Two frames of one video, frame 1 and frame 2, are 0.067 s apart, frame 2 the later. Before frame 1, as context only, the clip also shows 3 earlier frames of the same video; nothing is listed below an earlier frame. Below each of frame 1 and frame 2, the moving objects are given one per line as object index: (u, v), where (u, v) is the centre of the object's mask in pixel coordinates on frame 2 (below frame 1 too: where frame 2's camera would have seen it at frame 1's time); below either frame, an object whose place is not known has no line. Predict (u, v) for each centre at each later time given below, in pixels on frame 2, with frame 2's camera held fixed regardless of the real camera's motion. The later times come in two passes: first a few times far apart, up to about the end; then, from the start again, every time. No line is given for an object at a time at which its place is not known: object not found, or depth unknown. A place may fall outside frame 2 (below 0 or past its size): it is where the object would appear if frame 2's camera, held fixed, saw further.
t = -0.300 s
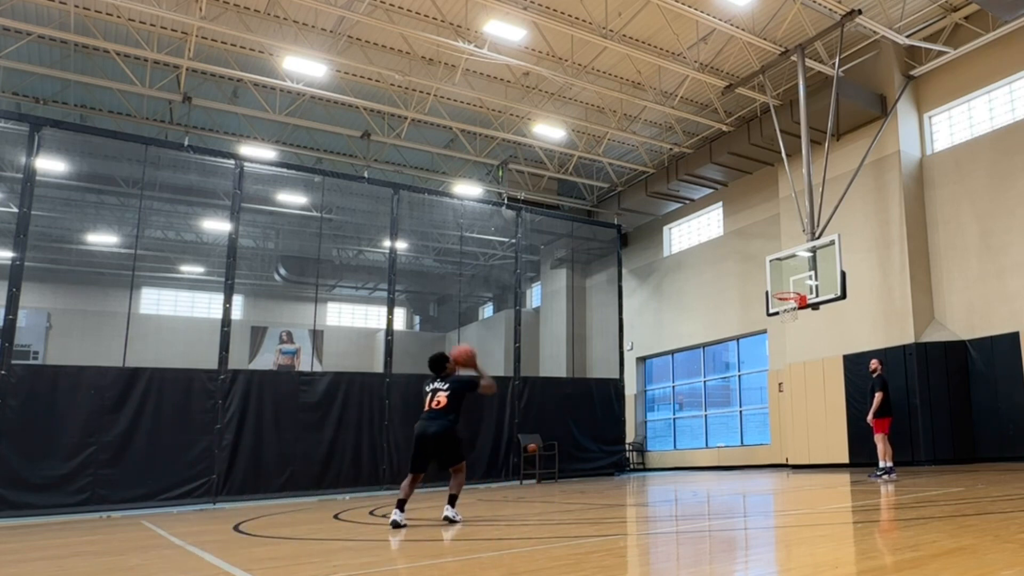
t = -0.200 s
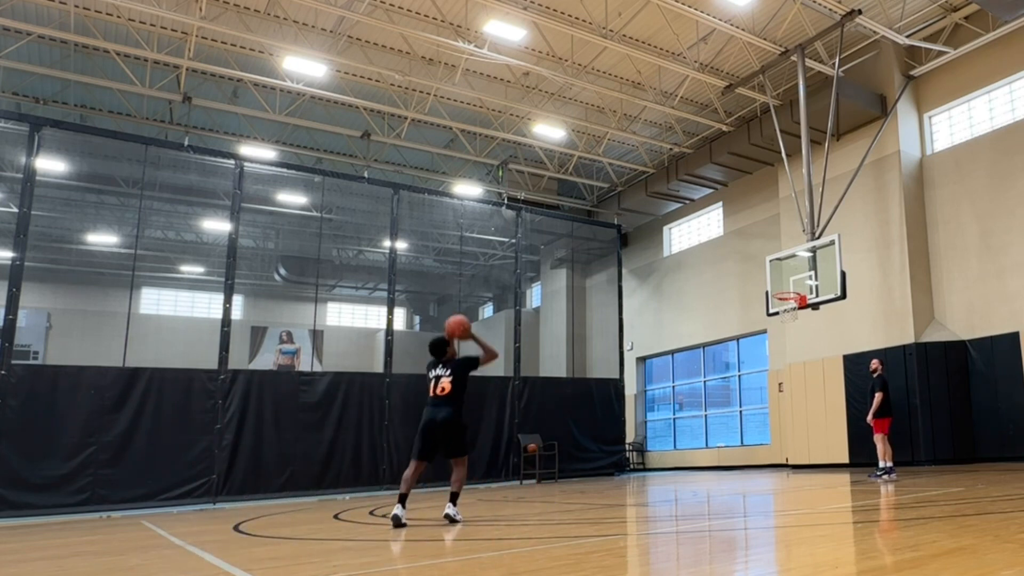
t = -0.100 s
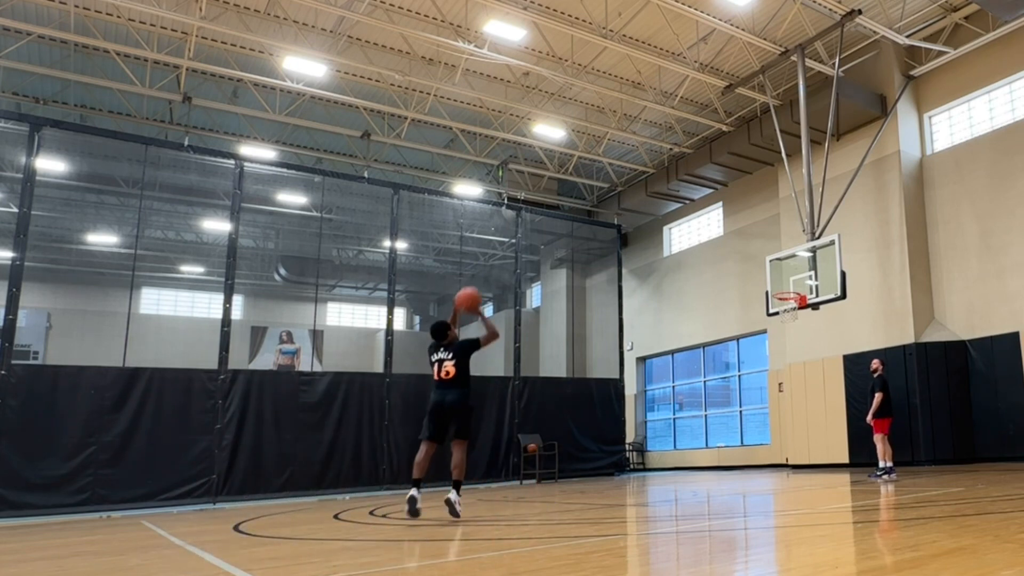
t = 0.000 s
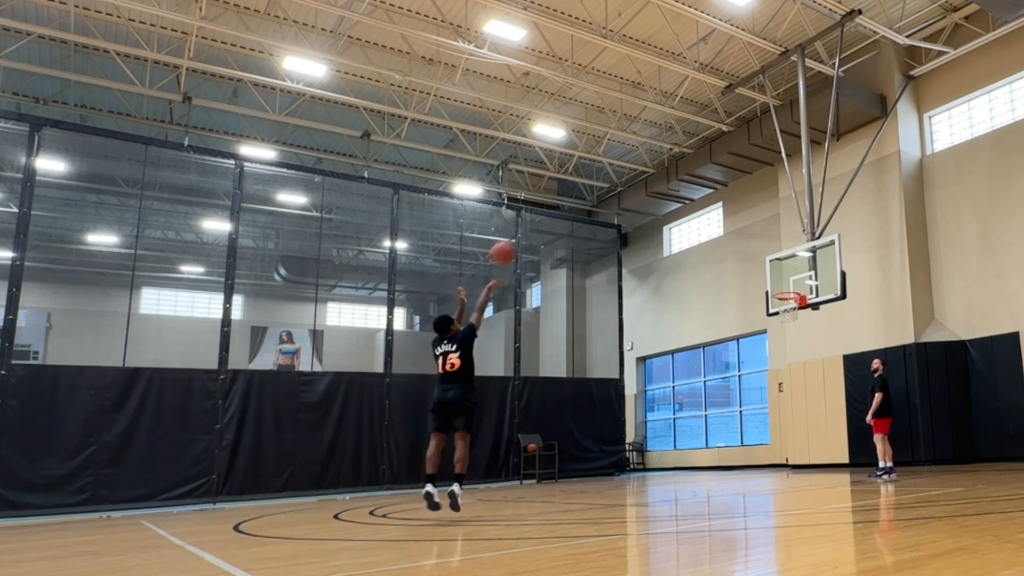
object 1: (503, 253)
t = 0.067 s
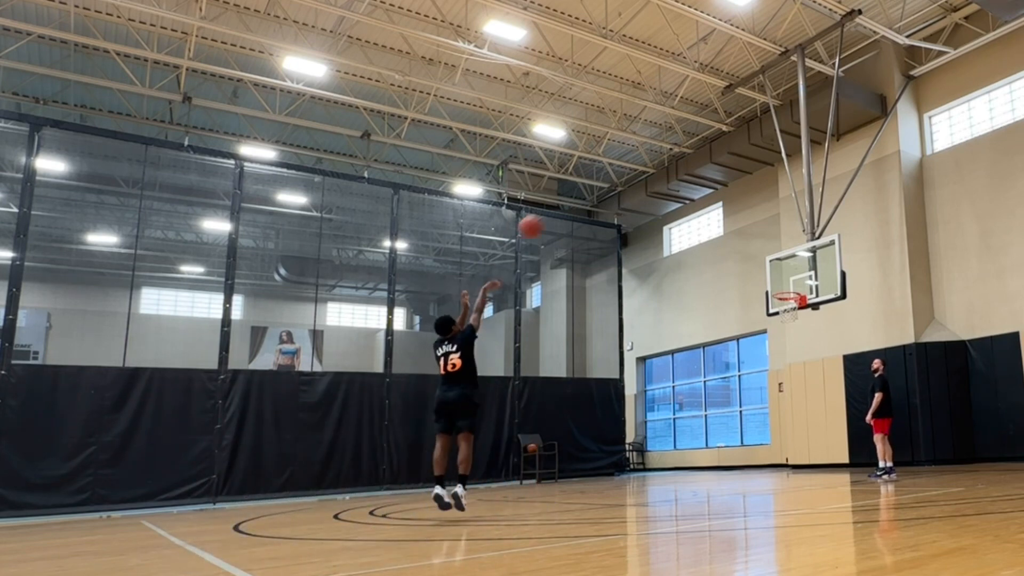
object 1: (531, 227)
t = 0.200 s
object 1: (579, 192)
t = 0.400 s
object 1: (640, 173)
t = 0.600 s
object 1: (690, 182)
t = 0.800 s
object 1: (732, 213)
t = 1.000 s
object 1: (770, 262)
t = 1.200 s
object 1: (795, 309)
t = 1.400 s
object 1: (793, 326)
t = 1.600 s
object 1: (792, 366)
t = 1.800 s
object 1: (792, 428)
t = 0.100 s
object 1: (543, 216)
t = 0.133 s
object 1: (556, 207)
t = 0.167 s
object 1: (568, 199)
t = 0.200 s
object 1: (579, 192)
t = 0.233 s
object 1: (590, 186)
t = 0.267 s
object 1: (601, 182)
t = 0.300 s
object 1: (612, 179)
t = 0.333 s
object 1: (622, 176)
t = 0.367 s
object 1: (630, 175)
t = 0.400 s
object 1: (640, 173)
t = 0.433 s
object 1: (649, 173)
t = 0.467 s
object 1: (658, 173)
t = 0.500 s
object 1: (666, 174)
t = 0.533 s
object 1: (674, 176)
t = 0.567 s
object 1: (682, 179)
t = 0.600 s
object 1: (690, 182)
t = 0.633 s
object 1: (697, 186)
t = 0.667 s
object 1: (705, 190)
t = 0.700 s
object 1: (713, 195)
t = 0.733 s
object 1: (718, 200)
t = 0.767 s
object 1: (726, 207)
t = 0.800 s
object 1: (732, 213)
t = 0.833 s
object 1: (739, 220)
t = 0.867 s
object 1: (745, 228)
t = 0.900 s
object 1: (752, 236)
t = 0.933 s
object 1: (758, 244)
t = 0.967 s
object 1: (764, 252)
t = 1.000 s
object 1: (770, 262)
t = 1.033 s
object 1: (776, 271)
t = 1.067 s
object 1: (781, 281)
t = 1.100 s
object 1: (786, 292)
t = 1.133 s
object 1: (791, 302)
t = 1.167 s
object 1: (795, 309)
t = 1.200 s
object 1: (795, 309)
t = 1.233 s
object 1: (795, 310)
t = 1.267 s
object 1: (795, 312)
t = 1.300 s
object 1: (794, 315)
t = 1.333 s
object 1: (794, 318)
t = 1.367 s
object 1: (794, 322)
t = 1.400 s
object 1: (793, 326)
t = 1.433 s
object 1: (793, 331)
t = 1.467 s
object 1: (793, 337)
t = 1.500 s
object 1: (792, 343)
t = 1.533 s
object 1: (792, 350)
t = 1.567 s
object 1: (792, 357)
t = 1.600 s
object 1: (792, 366)
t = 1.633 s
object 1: (792, 374)
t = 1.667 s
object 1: (792, 384)
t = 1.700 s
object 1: (792, 393)
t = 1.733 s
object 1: (792, 404)
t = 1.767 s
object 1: (792, 416)
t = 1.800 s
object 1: (792, 428)
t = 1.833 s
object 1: (792, 441)
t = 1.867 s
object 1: (792, 454)
